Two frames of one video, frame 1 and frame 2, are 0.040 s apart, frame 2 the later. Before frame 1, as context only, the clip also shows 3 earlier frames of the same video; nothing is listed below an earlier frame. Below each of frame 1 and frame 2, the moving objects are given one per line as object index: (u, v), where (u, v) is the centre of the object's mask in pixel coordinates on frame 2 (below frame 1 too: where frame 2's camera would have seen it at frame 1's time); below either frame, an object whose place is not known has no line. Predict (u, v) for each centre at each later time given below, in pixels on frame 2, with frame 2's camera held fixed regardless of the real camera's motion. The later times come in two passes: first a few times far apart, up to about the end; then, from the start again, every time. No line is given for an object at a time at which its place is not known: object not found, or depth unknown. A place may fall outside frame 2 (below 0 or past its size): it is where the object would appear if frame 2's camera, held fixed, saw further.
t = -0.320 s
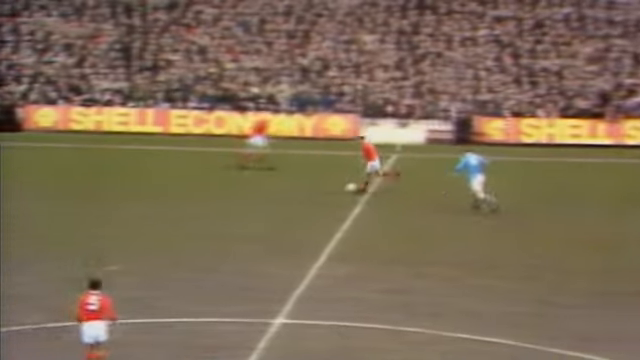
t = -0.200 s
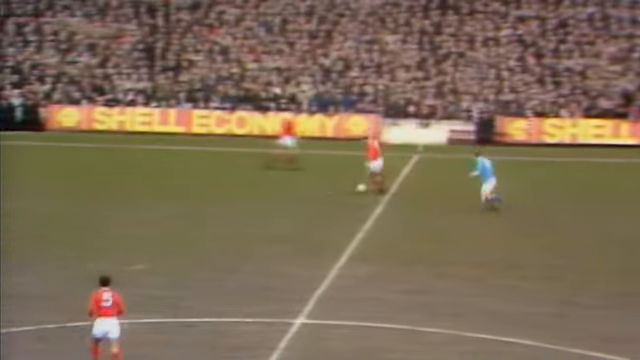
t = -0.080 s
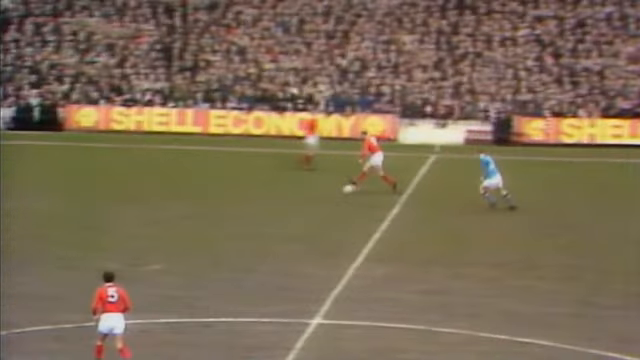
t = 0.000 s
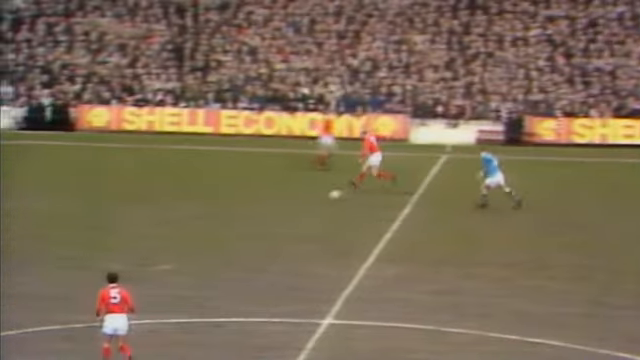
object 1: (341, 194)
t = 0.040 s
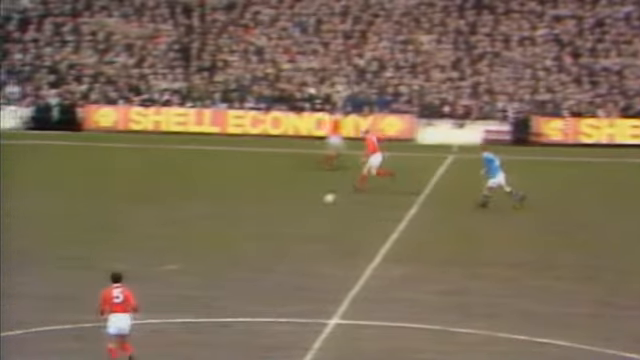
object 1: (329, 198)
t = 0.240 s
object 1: (276, 206)
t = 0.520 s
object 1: (211, 222)
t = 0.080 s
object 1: (318, 202)
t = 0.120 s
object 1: (307, 202)
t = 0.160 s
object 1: (296, 202)
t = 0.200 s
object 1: (286, 204)
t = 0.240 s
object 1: (276, 206)
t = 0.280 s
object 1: (266, 208)
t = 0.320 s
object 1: (255, 212)
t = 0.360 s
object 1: (246, 216)
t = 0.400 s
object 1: (236, 217)
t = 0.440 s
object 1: (228, 218)
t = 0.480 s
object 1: (219, 219)
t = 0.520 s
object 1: (211, 222)
